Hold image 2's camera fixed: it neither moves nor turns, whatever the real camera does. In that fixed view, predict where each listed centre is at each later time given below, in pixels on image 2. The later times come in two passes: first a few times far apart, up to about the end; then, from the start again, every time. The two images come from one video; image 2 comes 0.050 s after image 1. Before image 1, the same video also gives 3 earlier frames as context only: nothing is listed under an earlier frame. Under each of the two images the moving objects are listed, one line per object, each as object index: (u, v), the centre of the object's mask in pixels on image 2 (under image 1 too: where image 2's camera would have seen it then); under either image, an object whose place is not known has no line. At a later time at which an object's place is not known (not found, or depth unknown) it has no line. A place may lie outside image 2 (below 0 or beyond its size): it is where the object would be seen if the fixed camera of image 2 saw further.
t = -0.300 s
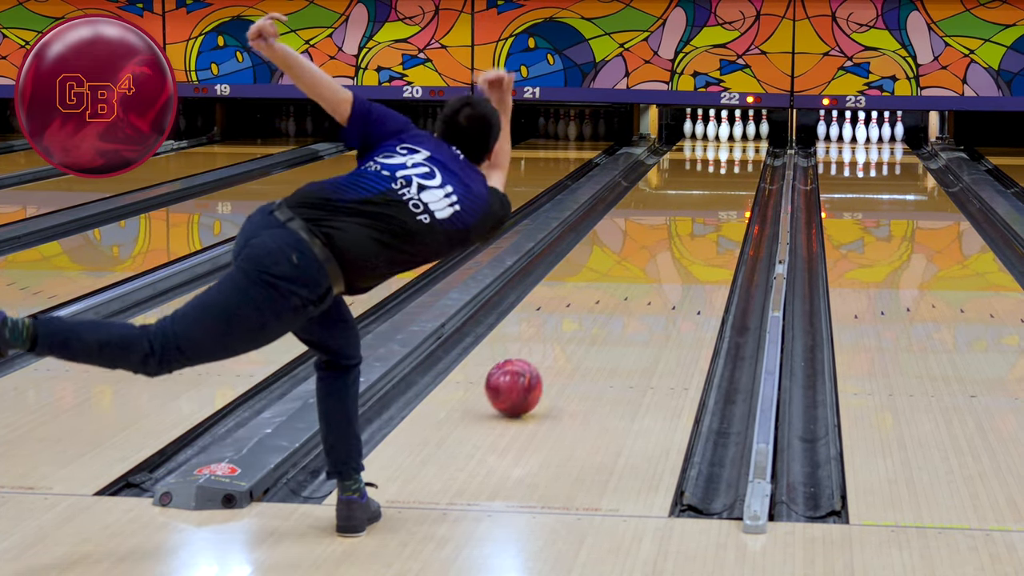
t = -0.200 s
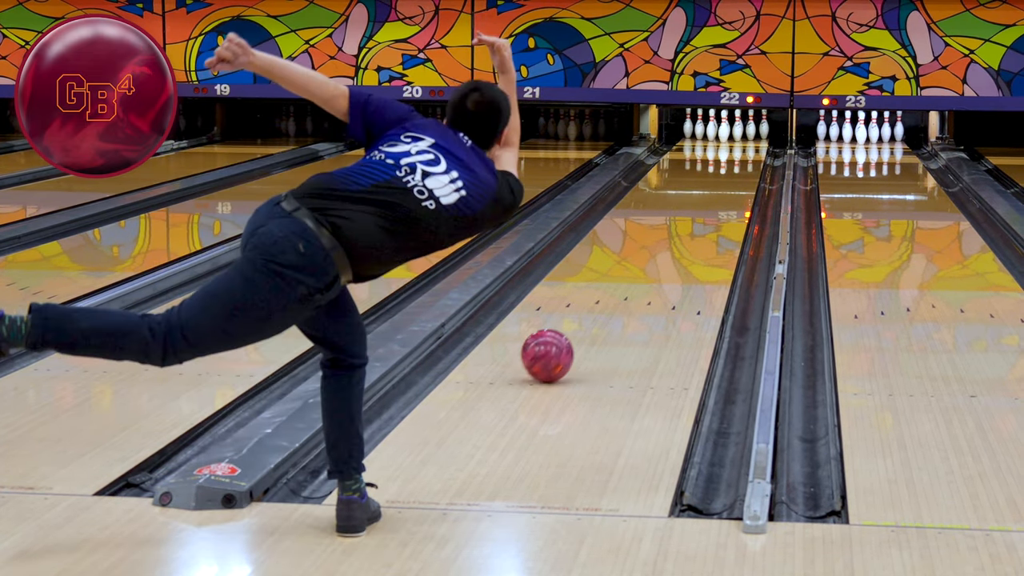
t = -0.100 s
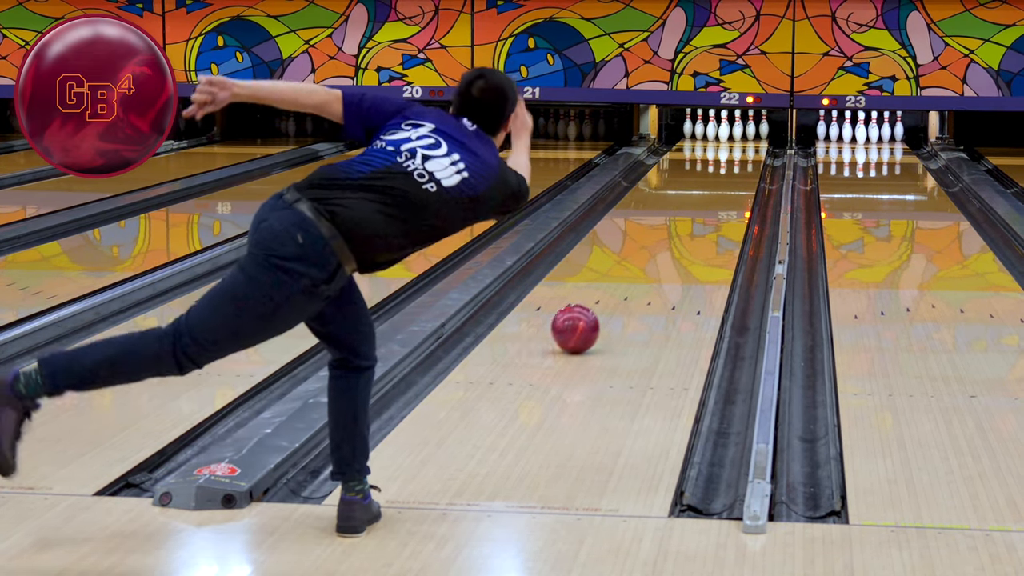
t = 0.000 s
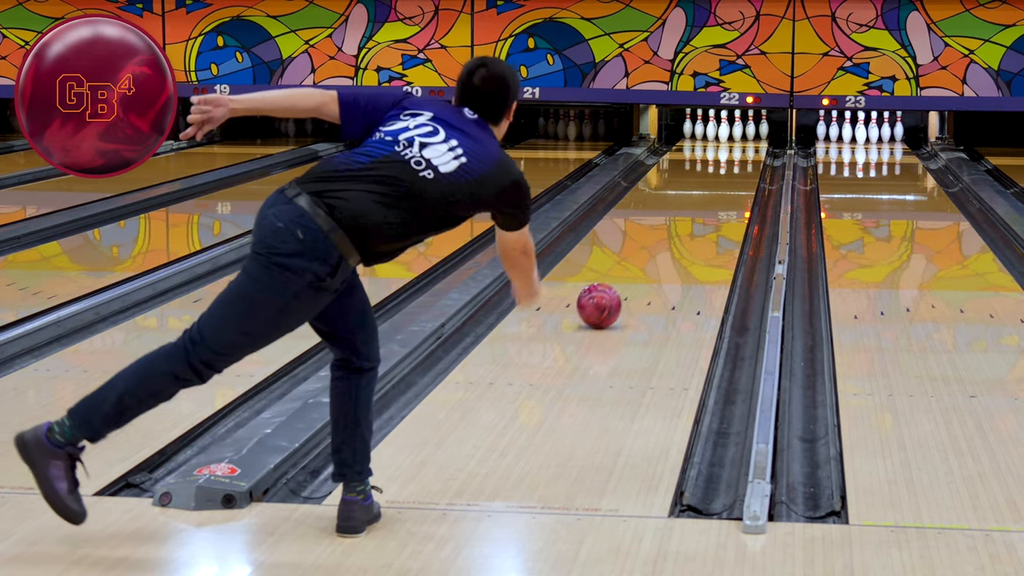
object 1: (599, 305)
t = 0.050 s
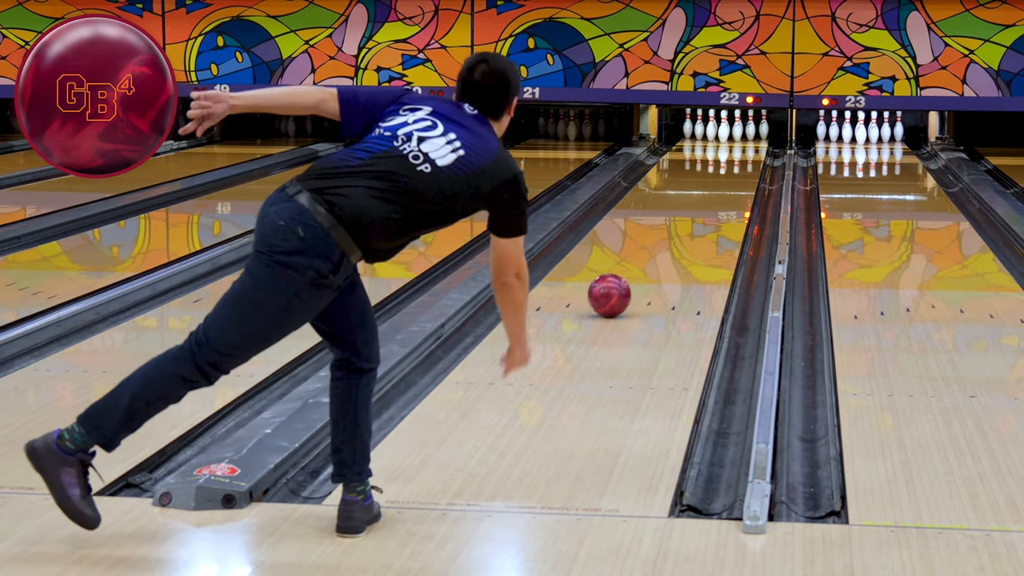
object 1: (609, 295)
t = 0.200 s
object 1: (636, 268)
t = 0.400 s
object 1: (665, 239)
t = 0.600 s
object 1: (687, 217)
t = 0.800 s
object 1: (703, 199)
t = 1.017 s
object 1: (718, 182)
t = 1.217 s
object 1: (728, 170)
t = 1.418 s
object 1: (734, 159)
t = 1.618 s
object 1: (737, 149)
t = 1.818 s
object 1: (736, 142)
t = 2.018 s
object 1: (729, 135)
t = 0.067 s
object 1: (612, 292)
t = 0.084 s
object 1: (616, 289)
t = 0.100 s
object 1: (619, 286)
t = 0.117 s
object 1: (622, 282)
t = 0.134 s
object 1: (625, 279)
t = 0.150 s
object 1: (628, 277)
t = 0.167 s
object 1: (631, 274)
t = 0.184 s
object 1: (634, 271)
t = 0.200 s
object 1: (636, 268)
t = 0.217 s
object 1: (639, 265)
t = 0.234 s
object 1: (642, 263)
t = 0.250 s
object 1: (644, 260)
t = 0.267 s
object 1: (647, 258)
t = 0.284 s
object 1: (649, 256)
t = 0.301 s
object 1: (652, 253)
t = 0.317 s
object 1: (654, 251)
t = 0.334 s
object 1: (656, 248)
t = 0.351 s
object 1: (658, 246)
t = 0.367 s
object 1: (660, 244)
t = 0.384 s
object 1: (662, 242)
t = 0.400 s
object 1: (665, 239)
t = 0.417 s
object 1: (667, 237)
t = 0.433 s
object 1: (669, 236)
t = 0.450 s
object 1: (671, 233)
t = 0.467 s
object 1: (672, 232)
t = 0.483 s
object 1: (674, 230)
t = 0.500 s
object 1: (676, 228)
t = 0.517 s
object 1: (678, 226)
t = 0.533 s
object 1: (680, 224)
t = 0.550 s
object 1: (681, 222)
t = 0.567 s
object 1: (683, 220)
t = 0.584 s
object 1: (685, 219)
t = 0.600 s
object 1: (687, 217)
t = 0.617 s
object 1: (688, 215)
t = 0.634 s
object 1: (690, 213)
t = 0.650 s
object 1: (691, 212)
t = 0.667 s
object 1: (693, 210)
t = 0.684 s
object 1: (694, 209)
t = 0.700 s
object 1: (695, 207)
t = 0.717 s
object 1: (697, 205)
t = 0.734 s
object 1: (698, 204)
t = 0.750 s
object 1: (699, 202)
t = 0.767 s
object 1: (701, 201)
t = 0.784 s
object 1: (702, 200)
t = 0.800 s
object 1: (703, 199)
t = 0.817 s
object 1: (705, 197)
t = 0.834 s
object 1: (706, 196)
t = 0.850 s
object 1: (707, 194)
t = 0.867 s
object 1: (708, 193)
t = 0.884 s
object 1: (709, 192)
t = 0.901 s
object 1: (710, 191)
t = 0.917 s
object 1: (711, 189)
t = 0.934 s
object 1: (713, 188)
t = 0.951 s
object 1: (714, 187)
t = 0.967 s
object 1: (715, 186)
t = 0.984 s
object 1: (716, 185)
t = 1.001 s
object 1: (717, 183)
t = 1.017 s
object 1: (718, 182)
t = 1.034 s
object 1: (719, 181)
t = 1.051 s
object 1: (719, 180)
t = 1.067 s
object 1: (720, 179)
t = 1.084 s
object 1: (721, 178)
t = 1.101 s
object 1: (722, 177)
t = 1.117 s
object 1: (723, 176)
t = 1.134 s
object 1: (724, 175)
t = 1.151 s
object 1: (724, 174)
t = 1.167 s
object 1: (725, 173)
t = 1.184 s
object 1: (726, 172)
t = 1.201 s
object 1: (727, 171)
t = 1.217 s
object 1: (728, 170)
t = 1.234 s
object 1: (728, 169)
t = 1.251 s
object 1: (729, 168)
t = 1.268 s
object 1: (730, 167)
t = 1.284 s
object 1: (730, 166)
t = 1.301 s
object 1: (730, 165)
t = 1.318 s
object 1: (731, 164)
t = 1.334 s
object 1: (732, 163)
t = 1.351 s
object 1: (732, 162)
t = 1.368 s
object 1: (733, 161)
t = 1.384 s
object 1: (733, 160)
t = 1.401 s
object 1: (734, 159)
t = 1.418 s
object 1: (734, 159)
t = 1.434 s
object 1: (735, 158)
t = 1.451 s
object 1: (735, 157)
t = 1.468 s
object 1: (736, 156)
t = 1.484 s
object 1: (736, 156)
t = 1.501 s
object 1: (736, 155)
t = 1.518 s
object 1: (737, 154)
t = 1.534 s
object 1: (737, 153)
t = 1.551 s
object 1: (737, 152)
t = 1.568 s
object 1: (737, 152)
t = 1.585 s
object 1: (737, 151)
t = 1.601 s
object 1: (737, 150)
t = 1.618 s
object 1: (737, 149)
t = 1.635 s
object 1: (737, 149)
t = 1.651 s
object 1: (737, 148)
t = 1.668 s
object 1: (737, 148)
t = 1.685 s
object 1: (737, 147)
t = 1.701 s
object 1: (737, 146)
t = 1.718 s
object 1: (737, 146)
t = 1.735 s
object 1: (737, 145)
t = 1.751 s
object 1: (737, 145)
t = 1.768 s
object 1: (736, 144)
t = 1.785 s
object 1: (736, 144)
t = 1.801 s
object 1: (736, 143)
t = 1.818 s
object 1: (736, 142)
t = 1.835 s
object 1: (735, 141)
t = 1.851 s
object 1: (734, 141)
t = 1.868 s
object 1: (734, 140)
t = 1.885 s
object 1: (734, 140)
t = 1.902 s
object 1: (733, 139)
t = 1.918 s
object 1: (733, 139)
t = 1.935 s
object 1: (732, 138)
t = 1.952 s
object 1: (732, 137)
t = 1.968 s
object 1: (731, 137)
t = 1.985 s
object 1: (730, 136)
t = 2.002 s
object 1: (729, 136)
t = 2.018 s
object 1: (729, 135)
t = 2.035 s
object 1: (728, 135)
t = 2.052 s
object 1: (727, 134)
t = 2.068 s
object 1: (727, 134)
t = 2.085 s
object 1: (727, 134)
